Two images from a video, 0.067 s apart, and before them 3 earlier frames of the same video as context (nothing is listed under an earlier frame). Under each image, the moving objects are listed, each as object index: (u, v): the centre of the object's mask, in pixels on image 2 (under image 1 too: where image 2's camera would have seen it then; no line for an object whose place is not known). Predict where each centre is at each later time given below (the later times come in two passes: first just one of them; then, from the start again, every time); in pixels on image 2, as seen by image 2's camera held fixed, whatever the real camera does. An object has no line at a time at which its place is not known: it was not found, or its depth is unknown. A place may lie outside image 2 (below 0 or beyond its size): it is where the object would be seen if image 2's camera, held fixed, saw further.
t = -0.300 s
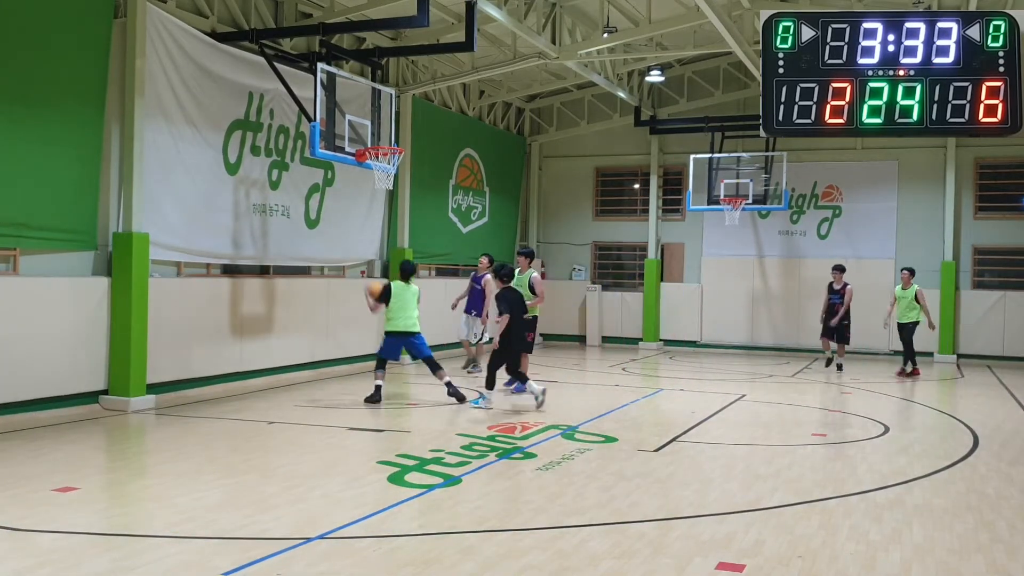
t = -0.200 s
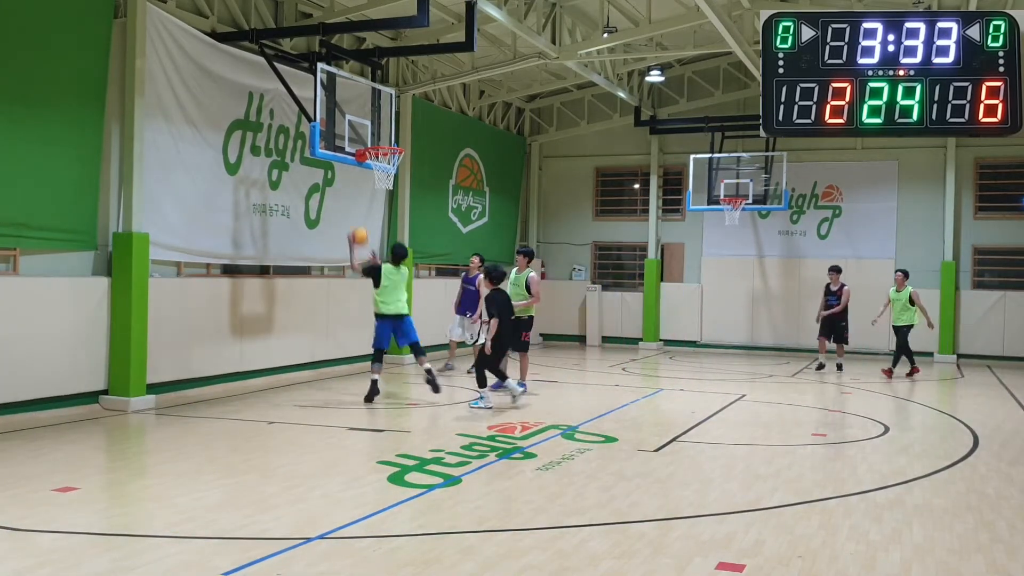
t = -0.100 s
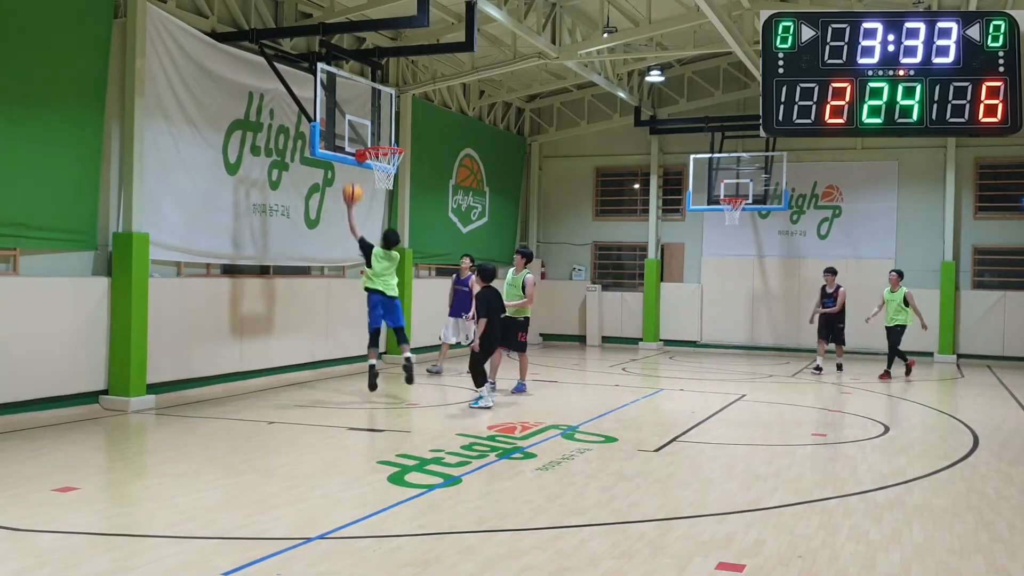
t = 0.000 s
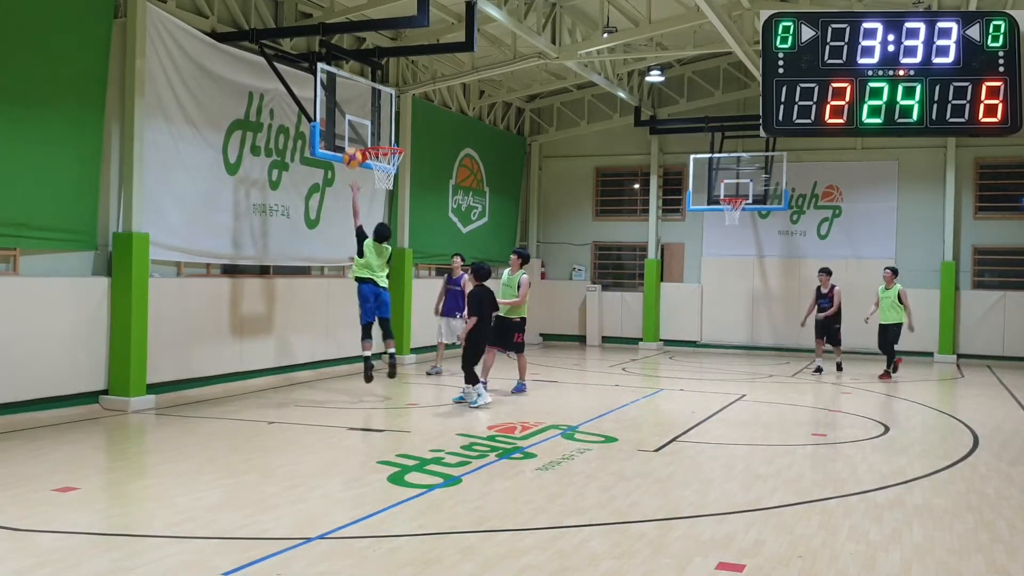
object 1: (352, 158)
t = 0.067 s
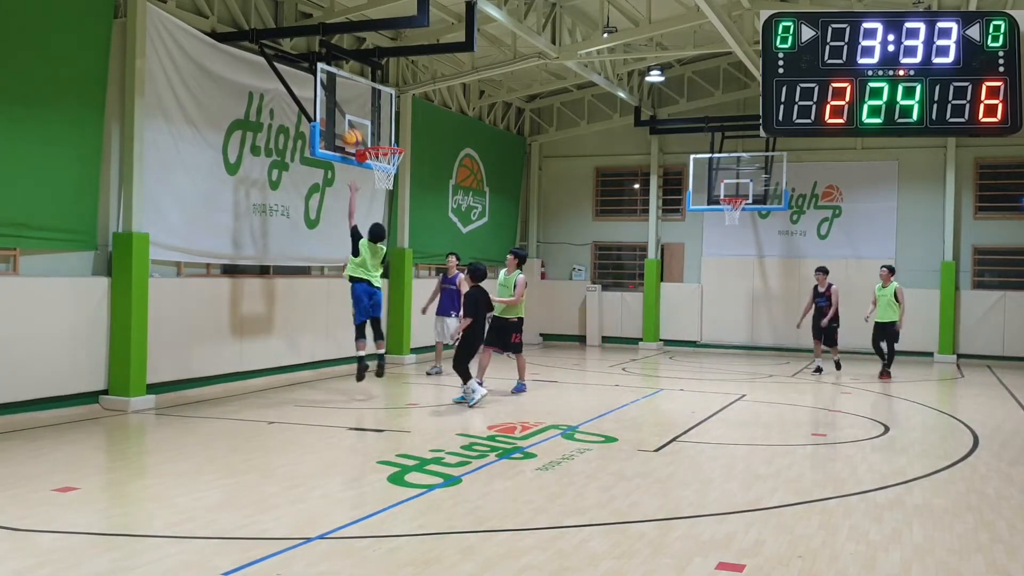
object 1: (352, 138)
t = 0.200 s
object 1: (353, 113)
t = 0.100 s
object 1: (352, 131)
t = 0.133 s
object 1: (353, 124)
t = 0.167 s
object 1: (353, 118)
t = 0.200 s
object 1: (353, 113)
